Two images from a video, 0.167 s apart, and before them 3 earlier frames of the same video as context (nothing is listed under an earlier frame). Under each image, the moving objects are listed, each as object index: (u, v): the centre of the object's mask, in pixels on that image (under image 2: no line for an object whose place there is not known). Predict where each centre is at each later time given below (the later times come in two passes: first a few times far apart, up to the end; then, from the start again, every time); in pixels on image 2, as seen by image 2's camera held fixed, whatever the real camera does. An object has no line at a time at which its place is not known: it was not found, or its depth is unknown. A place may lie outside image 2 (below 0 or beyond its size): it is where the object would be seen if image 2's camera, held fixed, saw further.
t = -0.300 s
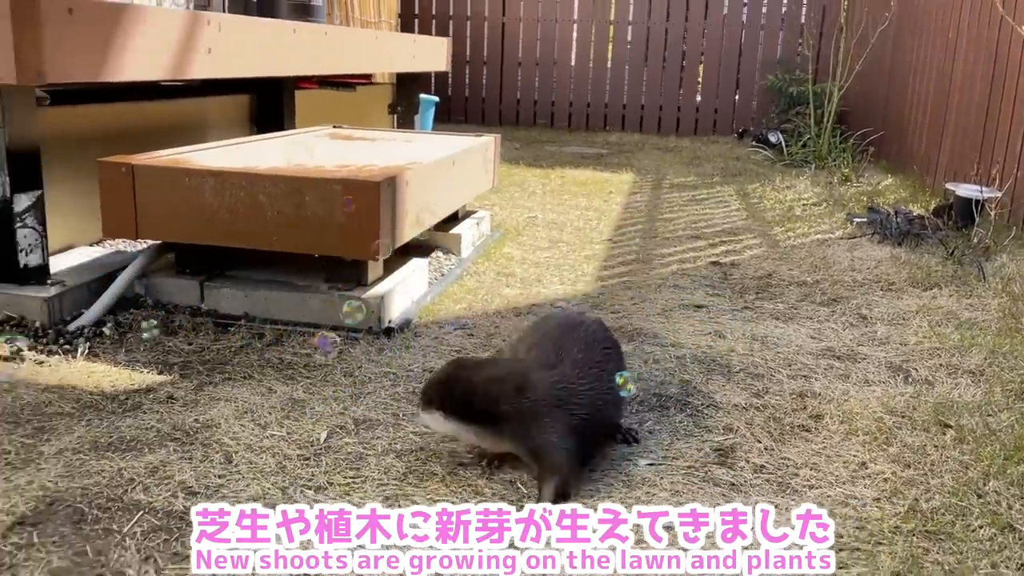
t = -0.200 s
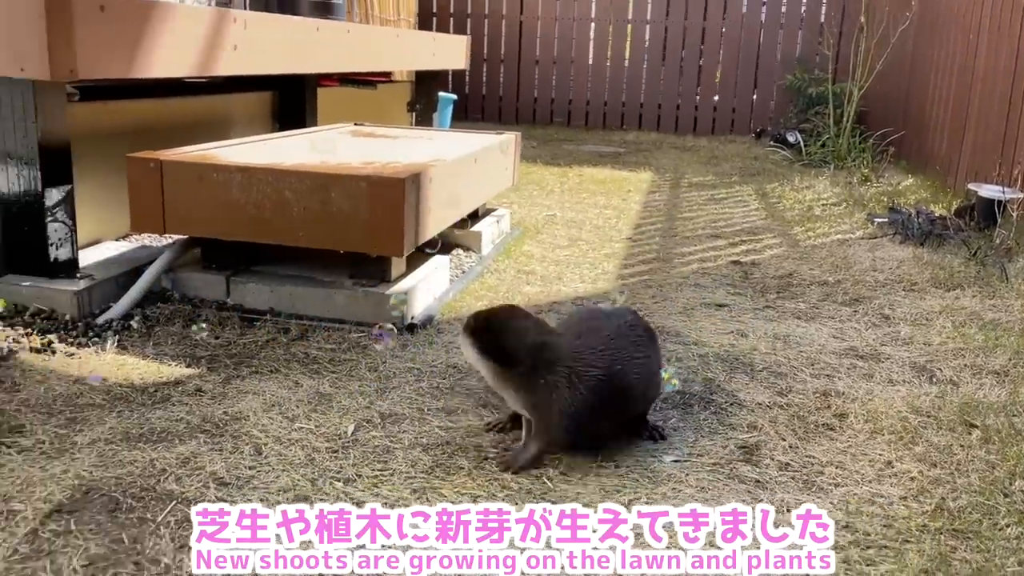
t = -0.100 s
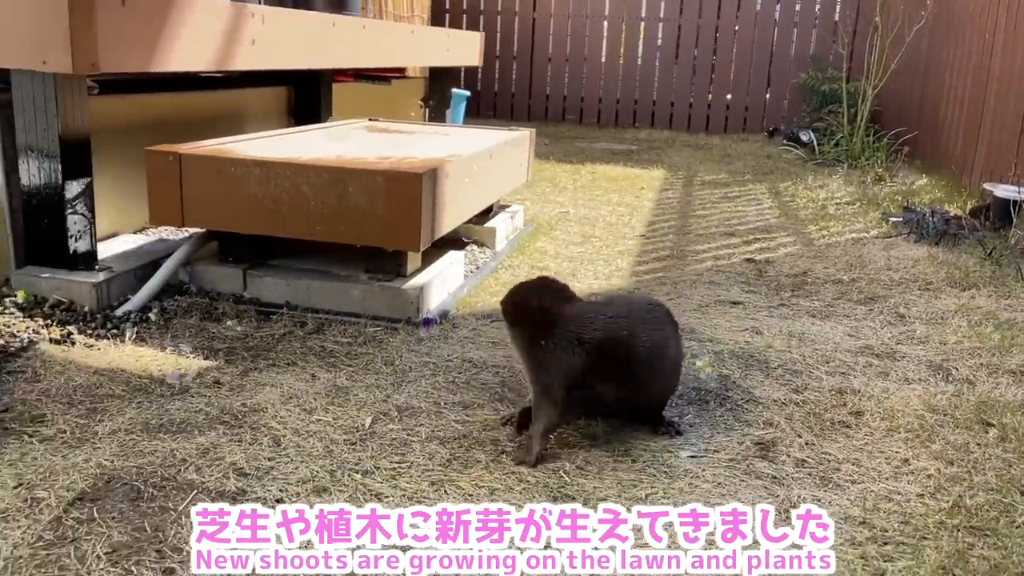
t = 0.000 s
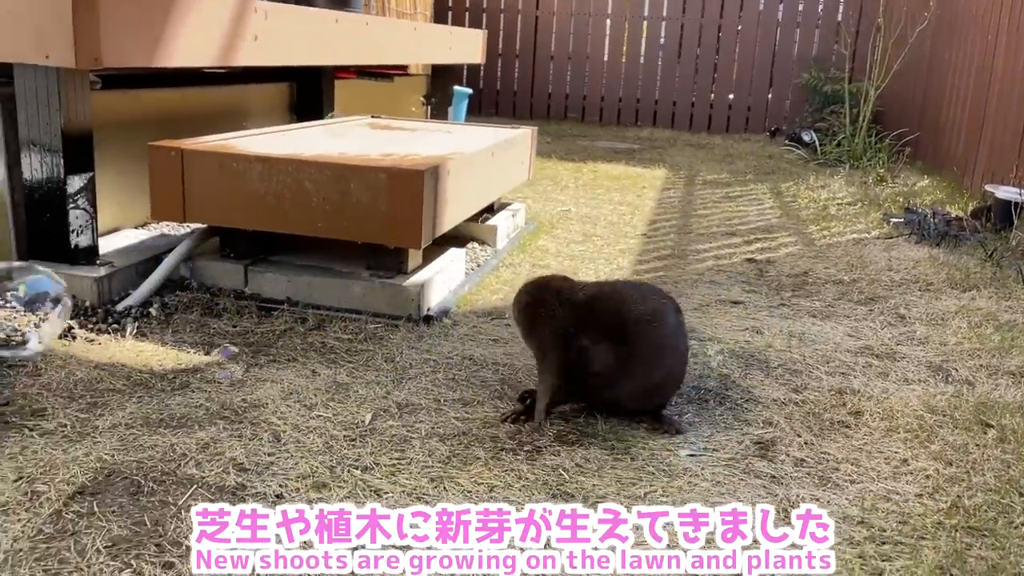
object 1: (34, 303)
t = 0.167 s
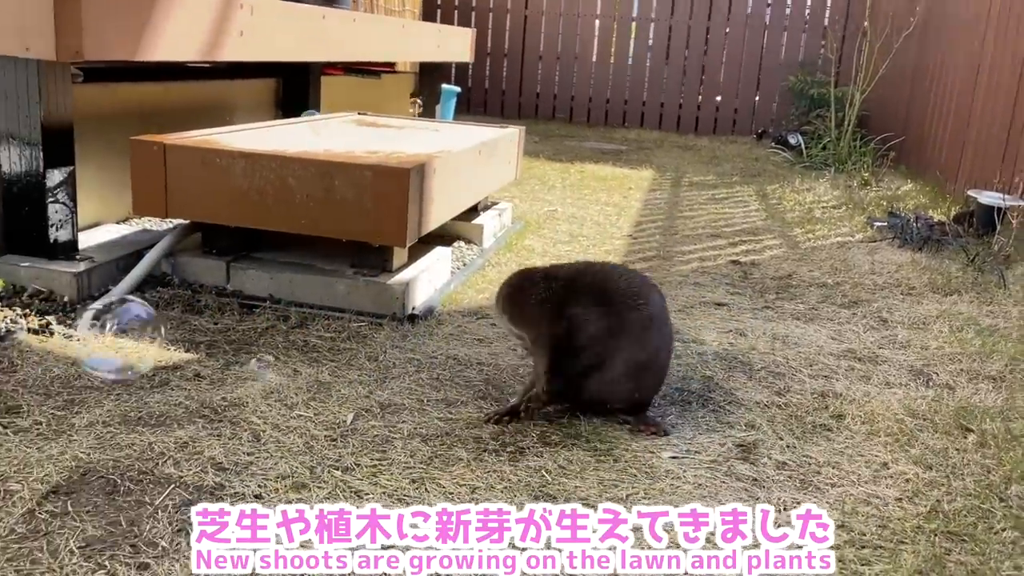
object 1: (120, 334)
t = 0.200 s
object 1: (136, 340)
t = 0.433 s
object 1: (183, 404)
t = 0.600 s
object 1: (177, 448)
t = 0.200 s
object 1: (136, 340)
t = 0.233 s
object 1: (151, 346)
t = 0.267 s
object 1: (162, 364)
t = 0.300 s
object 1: (172, 374)
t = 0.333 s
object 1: (174, 381)
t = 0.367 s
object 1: (177, 389)
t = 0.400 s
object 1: (181, 397)
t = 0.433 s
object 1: (183, 404)
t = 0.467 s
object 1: (186, 412)
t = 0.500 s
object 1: (184, 422)
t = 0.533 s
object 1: (183, 435)
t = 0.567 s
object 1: (181, 442)
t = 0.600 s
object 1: (177, 448)
